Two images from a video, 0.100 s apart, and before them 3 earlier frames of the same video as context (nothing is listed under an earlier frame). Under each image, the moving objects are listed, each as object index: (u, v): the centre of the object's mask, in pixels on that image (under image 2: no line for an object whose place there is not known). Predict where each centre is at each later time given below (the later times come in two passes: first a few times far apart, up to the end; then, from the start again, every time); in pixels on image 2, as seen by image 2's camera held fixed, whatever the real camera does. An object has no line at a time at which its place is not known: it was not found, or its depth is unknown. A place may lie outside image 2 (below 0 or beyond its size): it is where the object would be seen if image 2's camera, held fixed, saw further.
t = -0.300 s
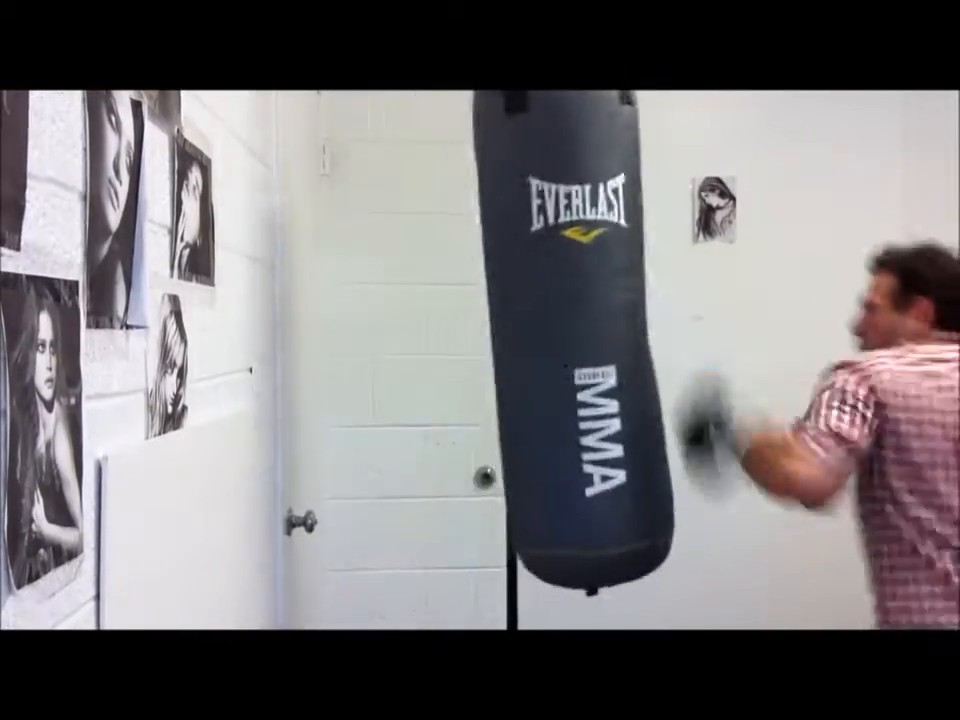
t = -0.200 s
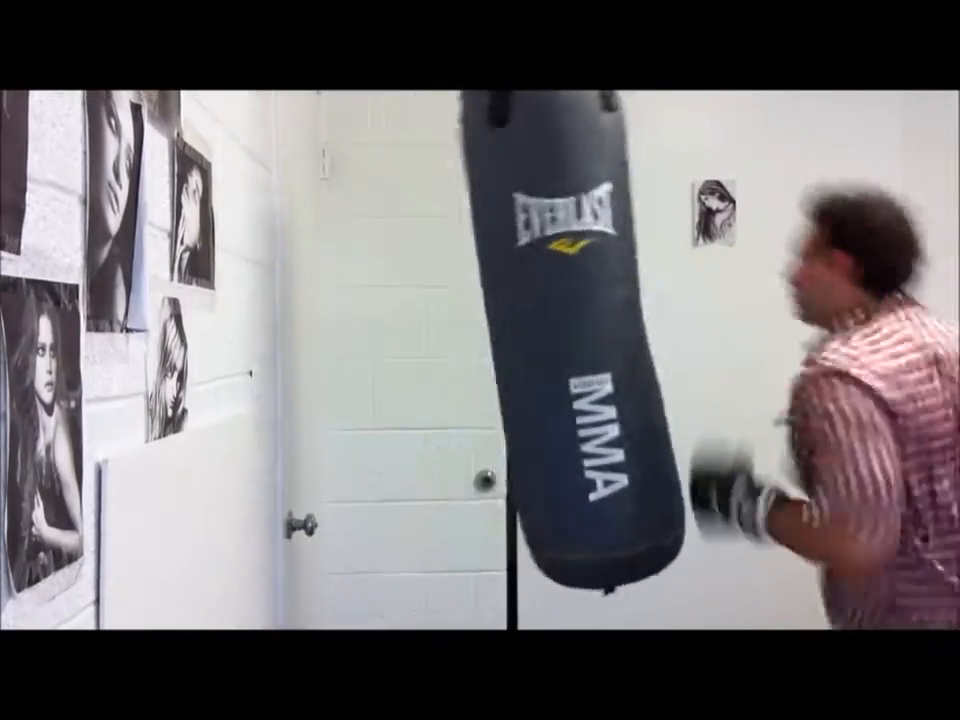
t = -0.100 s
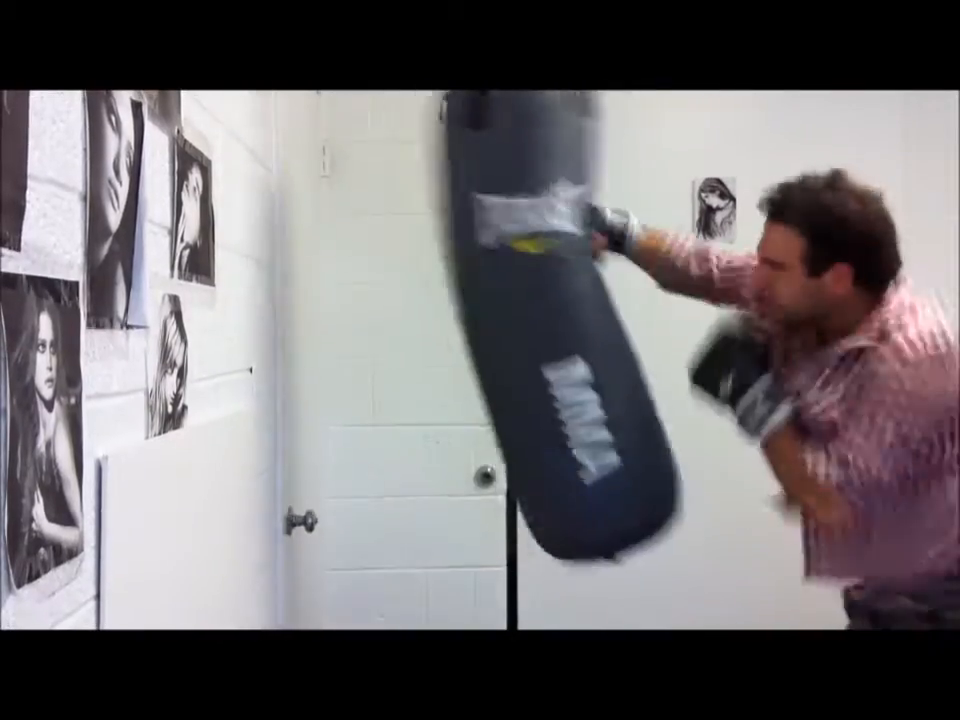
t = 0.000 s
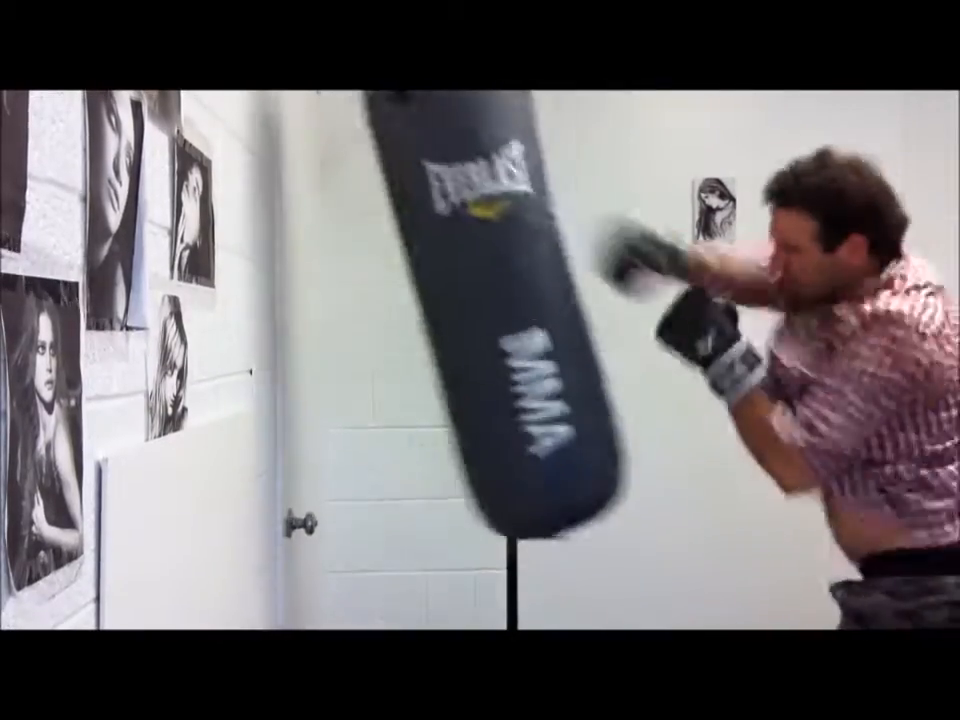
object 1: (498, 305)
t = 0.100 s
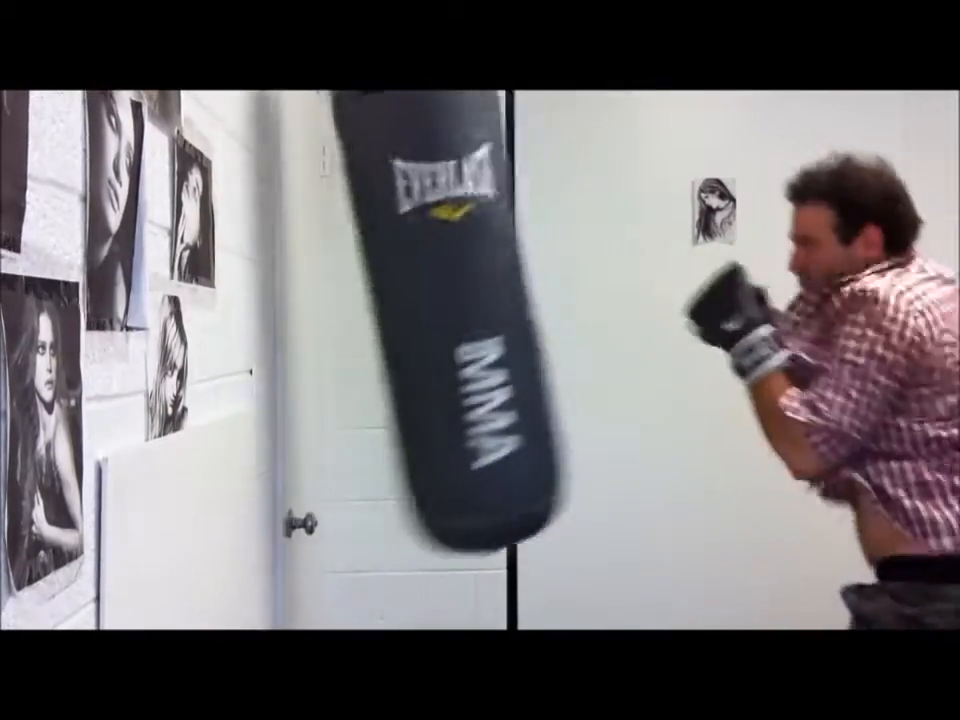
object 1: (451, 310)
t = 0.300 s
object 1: (399, 323)
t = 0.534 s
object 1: (381, 343)
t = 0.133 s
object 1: (437, 315)
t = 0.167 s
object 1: (428, 324)
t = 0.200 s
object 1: (420, 334)
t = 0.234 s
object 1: (415, 338)
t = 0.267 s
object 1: (410, 329)
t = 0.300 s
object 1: (399, 323)
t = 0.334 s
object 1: (389, 323)
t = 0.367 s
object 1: (382, 324)
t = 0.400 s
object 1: (378, 326)
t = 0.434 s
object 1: (374, 329)
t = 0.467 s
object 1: (370, 335)
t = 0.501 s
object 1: (372, 340)
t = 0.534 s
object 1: (381, 343)
